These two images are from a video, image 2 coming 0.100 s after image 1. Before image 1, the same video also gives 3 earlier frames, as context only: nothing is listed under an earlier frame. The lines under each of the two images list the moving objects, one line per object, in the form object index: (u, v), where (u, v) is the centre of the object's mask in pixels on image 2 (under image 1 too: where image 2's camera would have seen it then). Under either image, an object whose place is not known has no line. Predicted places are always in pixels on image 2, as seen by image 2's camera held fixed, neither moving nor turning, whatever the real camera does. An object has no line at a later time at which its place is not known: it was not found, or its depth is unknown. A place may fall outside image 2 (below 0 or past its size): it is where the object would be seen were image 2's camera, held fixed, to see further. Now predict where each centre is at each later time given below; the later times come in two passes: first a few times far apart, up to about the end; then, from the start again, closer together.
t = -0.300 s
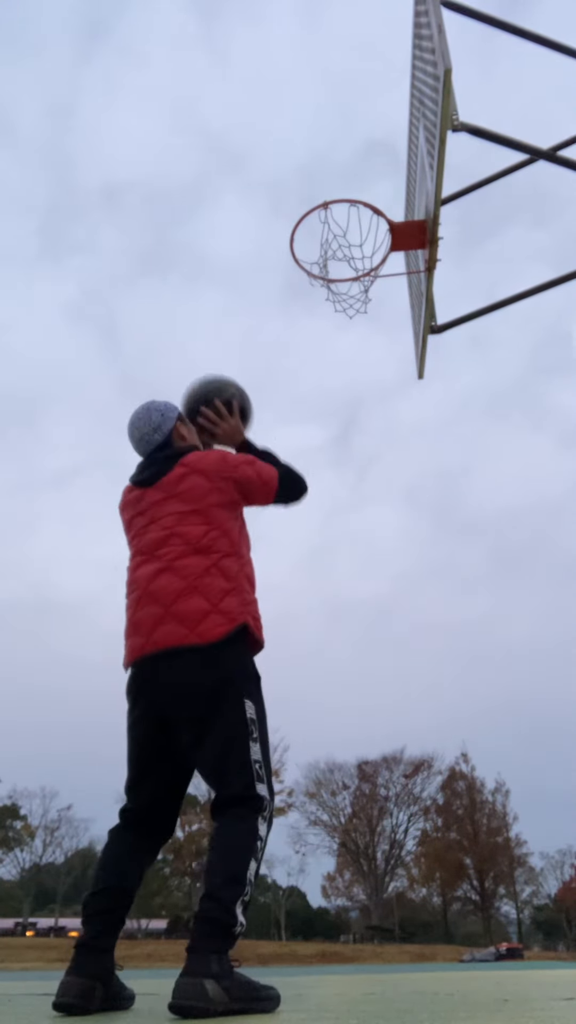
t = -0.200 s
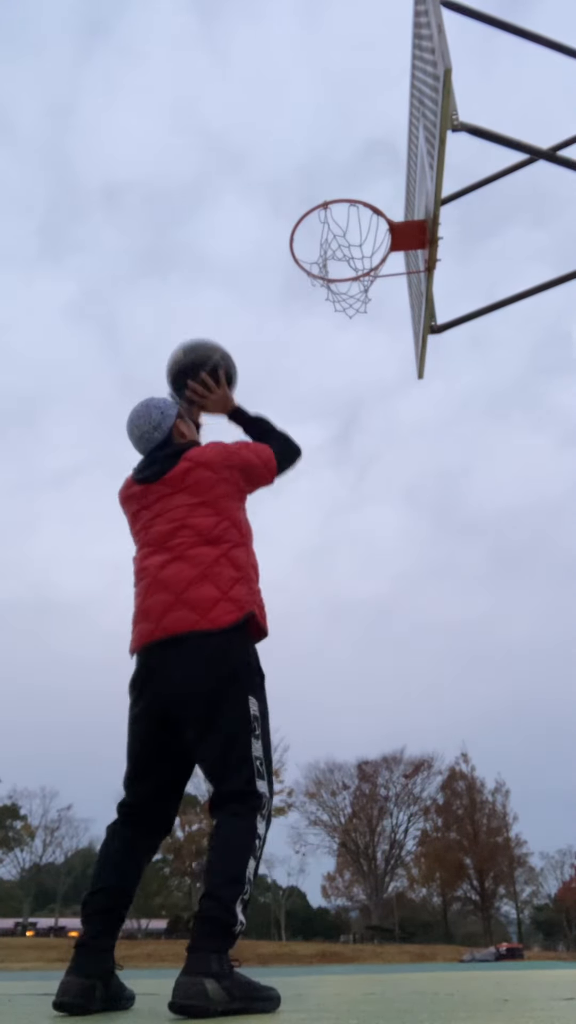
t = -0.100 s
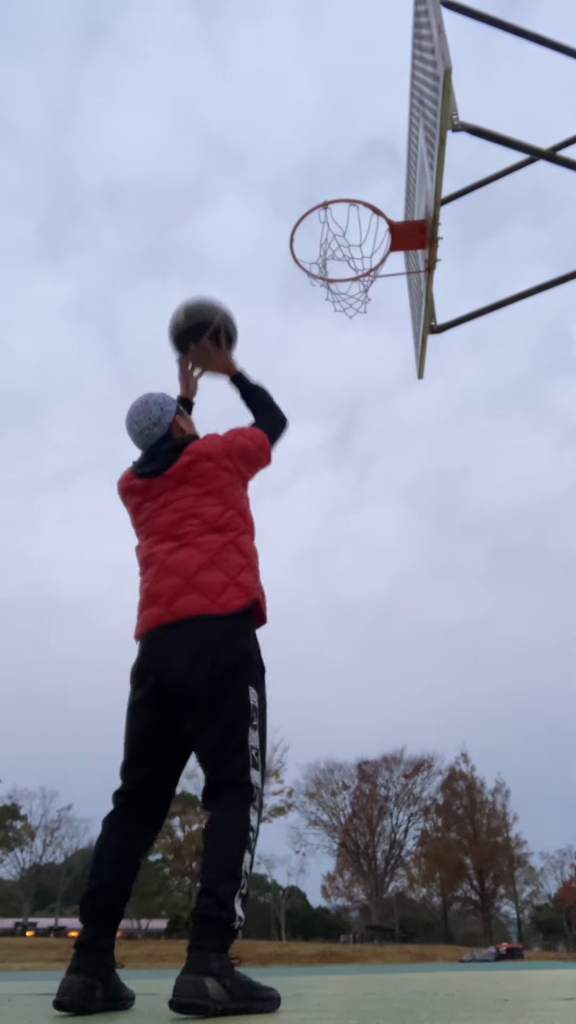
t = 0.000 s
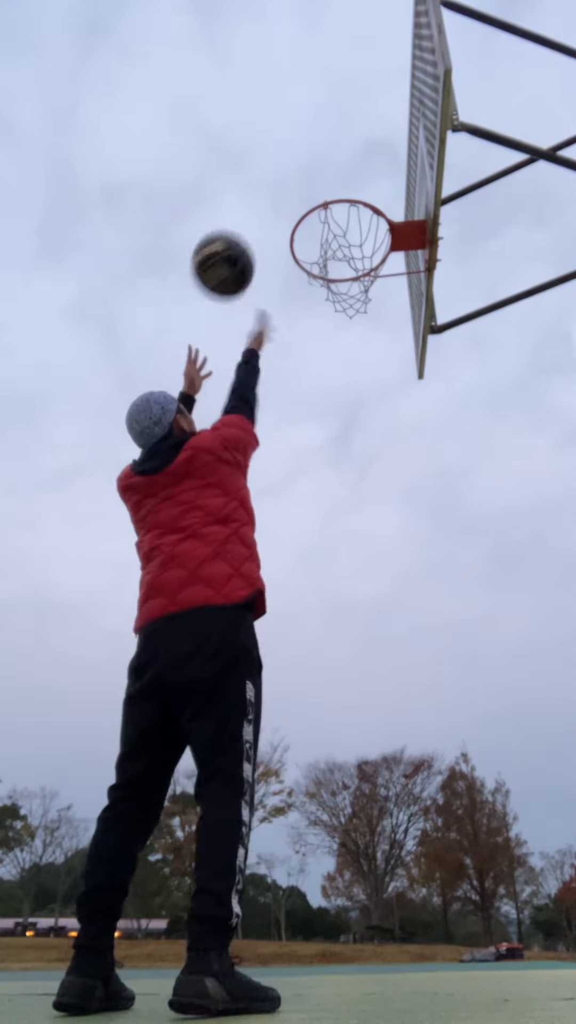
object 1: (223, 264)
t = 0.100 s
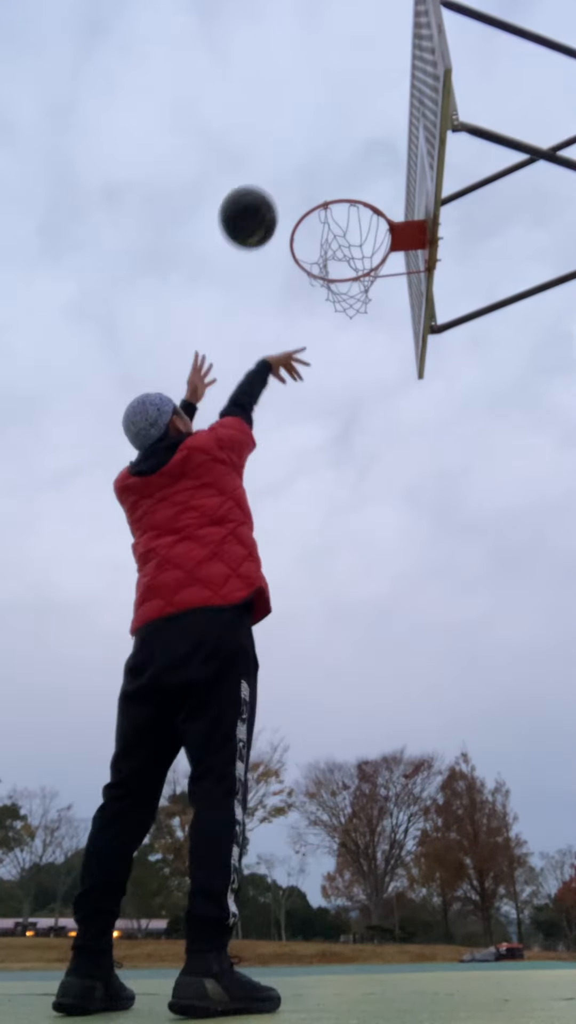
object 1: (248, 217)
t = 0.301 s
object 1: (290, 182)
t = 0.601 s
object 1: (344, 242)
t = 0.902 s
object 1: (381, 370)
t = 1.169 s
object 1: (423, 622)
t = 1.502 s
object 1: (433, 718)
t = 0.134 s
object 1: (256, 206)
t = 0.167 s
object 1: (263, 198)
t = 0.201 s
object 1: (270, 191)
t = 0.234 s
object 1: (277, 187)
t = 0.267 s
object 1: (283, 184)
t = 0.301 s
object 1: (290, 182)
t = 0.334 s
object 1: (295, 183)
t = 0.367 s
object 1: (301, 184)
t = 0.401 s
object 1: (307, 187)
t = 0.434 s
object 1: (313, 193)
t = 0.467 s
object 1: (319, 200)
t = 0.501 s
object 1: (325, 208)
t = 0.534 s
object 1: (332, 218)
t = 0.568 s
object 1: (338, 229)
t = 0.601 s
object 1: (344, 242)
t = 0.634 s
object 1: (349, 257)
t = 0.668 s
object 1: (356, 273)
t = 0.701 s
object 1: (362, 287)
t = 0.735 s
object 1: (365, 296)
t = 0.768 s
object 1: (367, 306)
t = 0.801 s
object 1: (370, 320)
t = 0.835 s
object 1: (373, 334)
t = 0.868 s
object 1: (377, 351)
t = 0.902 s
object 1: (381, 370)
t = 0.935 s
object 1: (385, 391)
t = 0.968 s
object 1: (389, 415)
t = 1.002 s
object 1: (394, 441)
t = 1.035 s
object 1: (399, 470)
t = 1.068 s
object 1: (404, 502)
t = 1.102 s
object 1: (409, 538)
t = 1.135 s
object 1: (417, 578)
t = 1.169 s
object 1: (423, 622)
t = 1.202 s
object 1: (432, 673)
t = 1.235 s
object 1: (441, 730)
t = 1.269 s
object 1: (453, 792)
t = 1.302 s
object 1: (460, 851)
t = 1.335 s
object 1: (473, 932)
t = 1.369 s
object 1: (465, 904)
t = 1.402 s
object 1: (458, 847)
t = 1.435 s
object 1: (449, 802)
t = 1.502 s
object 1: (433, 718)
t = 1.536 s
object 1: (425, 683)
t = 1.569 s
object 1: (419, 652)
